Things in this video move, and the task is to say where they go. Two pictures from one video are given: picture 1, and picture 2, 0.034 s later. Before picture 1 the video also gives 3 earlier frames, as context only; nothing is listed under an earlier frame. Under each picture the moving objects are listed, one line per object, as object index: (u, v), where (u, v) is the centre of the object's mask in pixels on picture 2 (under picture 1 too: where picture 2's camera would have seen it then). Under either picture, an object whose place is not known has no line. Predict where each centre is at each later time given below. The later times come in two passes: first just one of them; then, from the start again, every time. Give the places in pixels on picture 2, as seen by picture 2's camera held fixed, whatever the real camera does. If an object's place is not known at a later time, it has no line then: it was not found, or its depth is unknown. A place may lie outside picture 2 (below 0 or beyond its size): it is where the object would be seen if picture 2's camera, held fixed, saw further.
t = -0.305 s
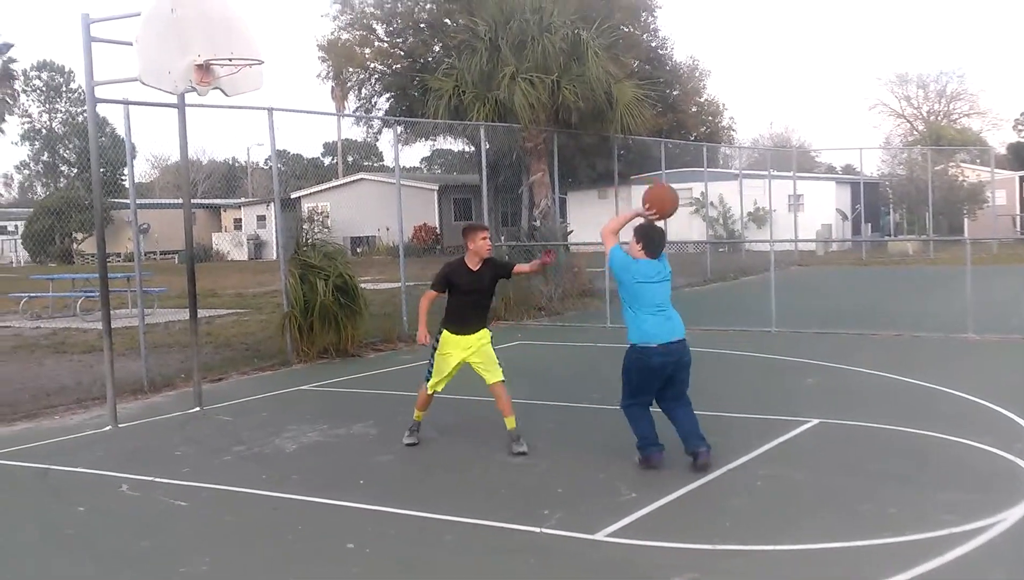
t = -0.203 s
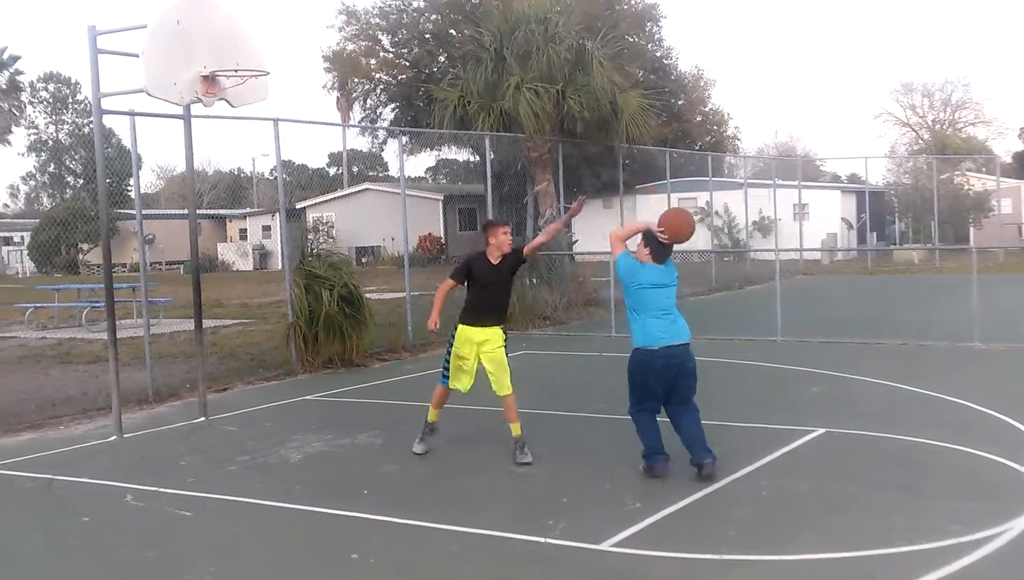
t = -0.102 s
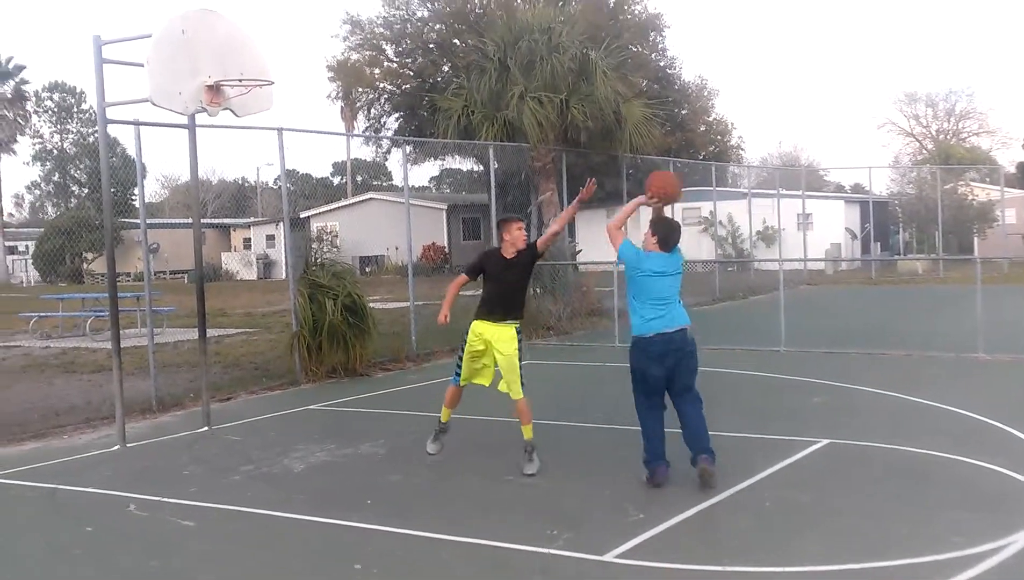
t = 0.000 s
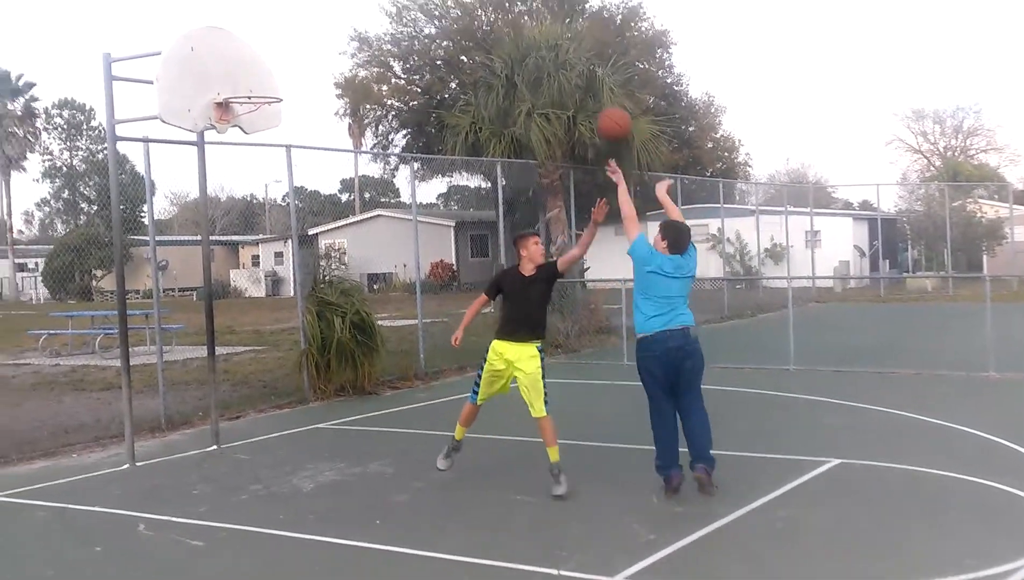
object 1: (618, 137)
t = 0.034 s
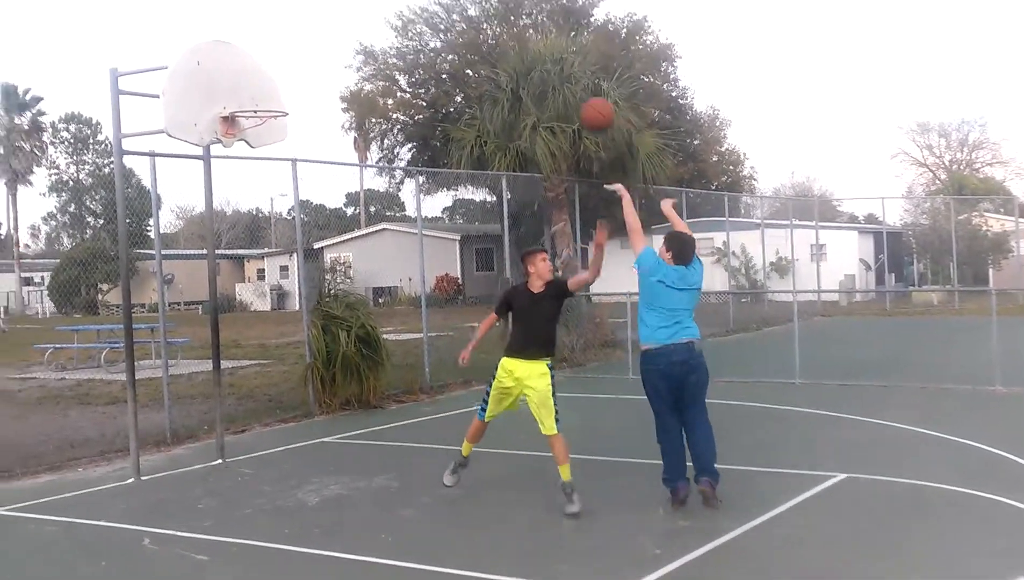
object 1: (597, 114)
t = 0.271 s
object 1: (472, 8)
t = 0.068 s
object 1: (577, 92)
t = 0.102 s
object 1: (558, 72)
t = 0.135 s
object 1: (540, 57)
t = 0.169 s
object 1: (522, 42)
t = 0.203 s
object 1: (505, 30)
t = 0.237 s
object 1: (488, 18)
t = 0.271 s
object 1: (472, 8)
